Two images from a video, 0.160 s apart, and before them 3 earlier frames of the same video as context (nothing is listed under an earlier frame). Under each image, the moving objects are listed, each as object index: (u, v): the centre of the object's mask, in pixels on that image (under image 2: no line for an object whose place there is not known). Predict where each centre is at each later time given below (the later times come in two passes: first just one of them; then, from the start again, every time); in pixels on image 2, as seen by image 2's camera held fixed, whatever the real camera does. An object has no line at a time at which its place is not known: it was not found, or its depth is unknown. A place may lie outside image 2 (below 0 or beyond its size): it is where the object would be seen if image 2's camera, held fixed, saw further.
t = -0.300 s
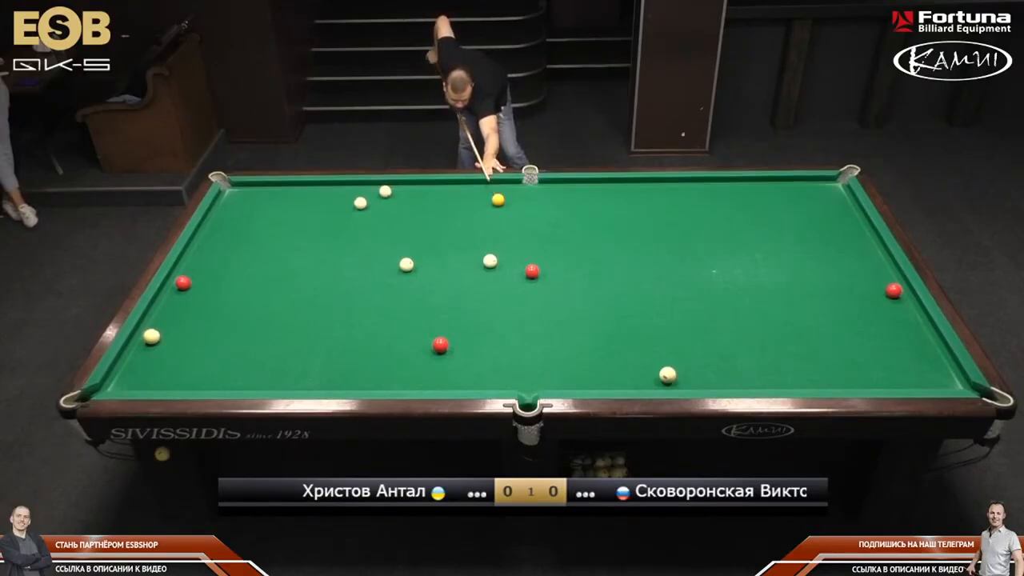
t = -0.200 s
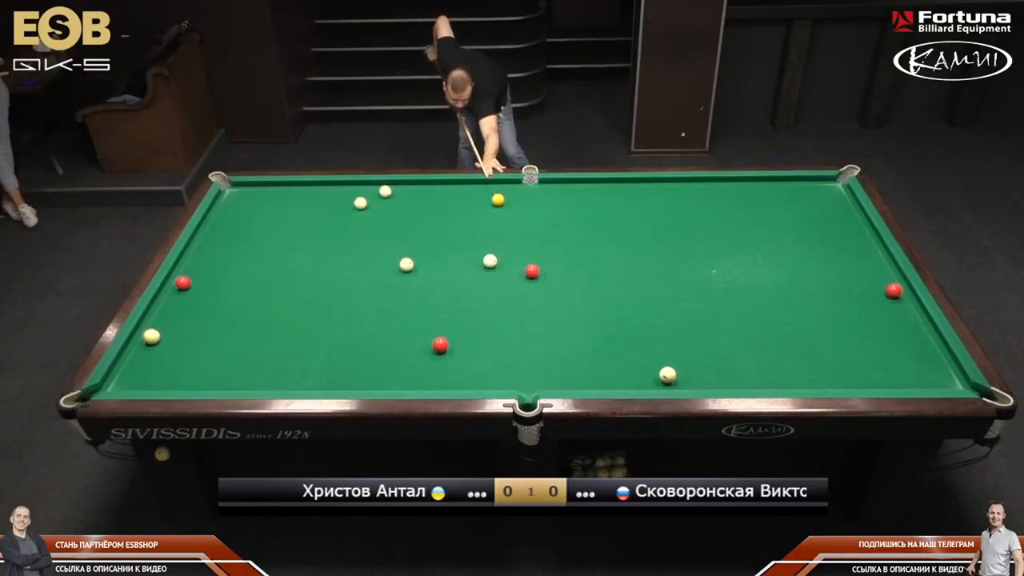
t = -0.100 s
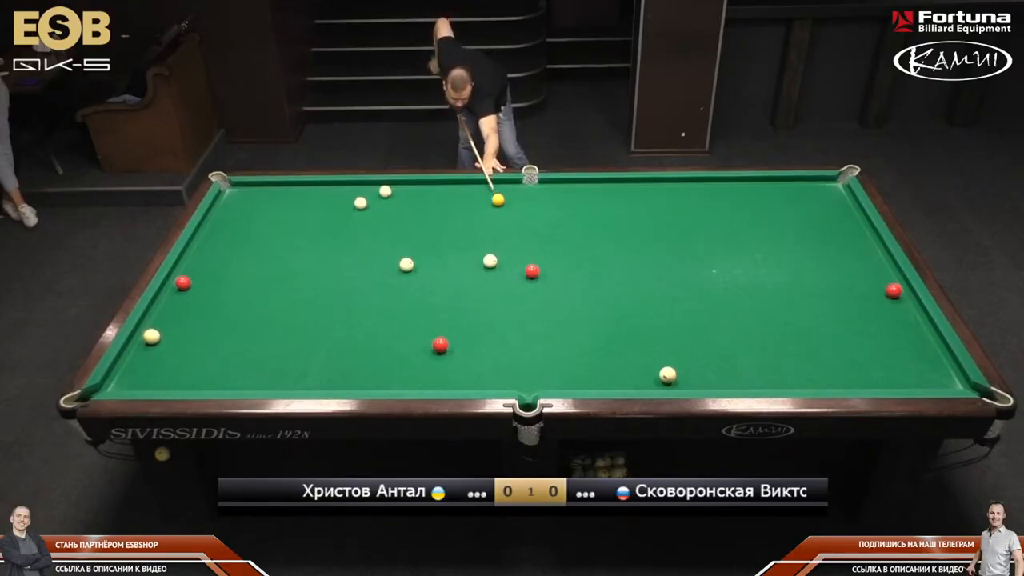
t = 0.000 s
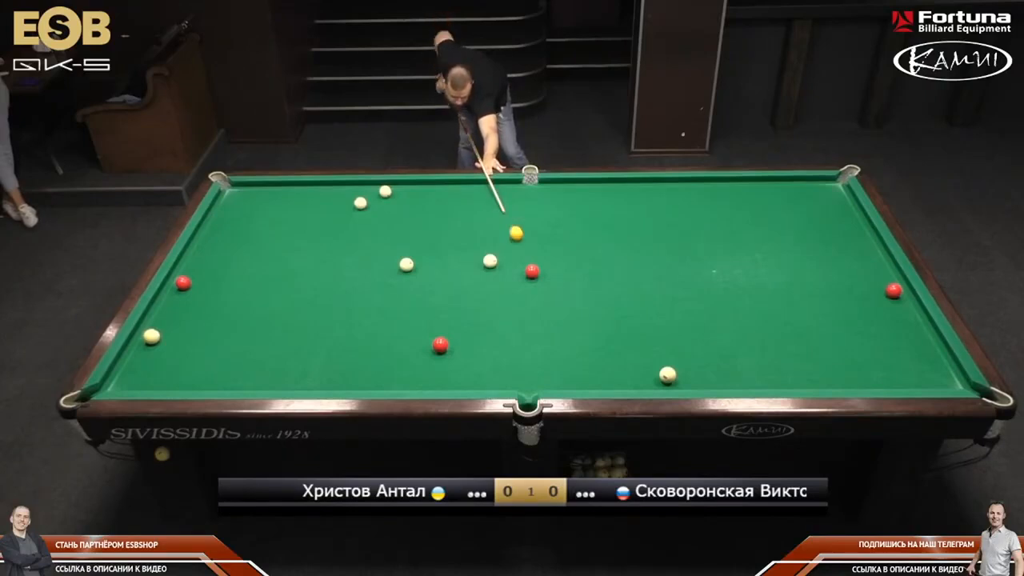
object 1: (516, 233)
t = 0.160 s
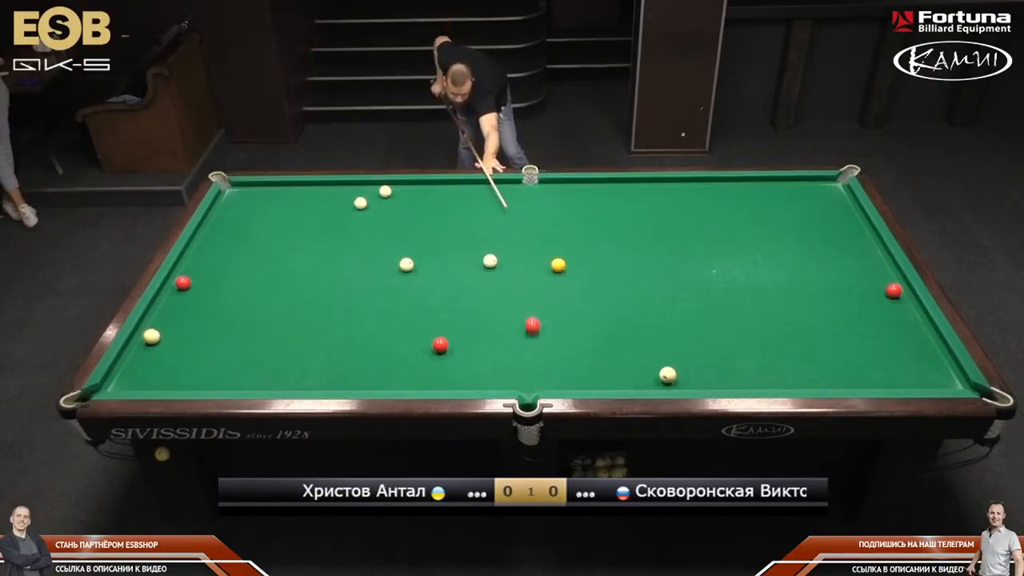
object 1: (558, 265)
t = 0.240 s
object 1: (576, 267)
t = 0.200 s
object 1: (567, 266)
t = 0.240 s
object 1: (576, 267)
